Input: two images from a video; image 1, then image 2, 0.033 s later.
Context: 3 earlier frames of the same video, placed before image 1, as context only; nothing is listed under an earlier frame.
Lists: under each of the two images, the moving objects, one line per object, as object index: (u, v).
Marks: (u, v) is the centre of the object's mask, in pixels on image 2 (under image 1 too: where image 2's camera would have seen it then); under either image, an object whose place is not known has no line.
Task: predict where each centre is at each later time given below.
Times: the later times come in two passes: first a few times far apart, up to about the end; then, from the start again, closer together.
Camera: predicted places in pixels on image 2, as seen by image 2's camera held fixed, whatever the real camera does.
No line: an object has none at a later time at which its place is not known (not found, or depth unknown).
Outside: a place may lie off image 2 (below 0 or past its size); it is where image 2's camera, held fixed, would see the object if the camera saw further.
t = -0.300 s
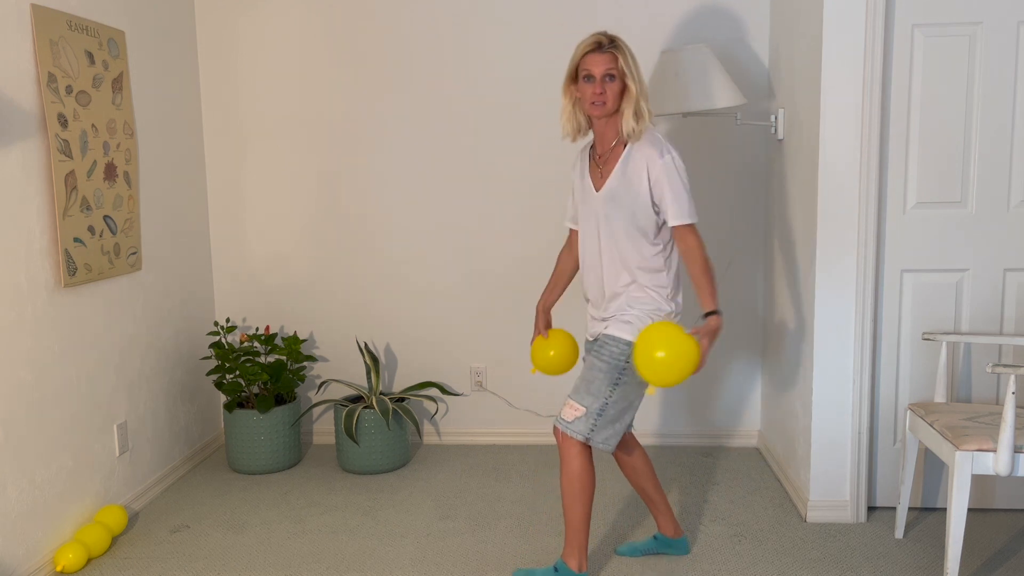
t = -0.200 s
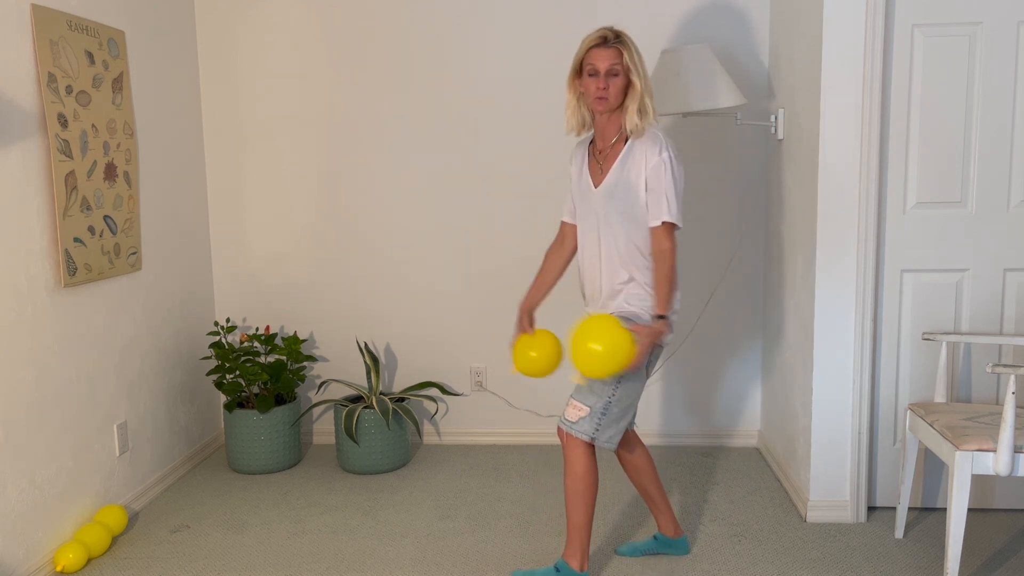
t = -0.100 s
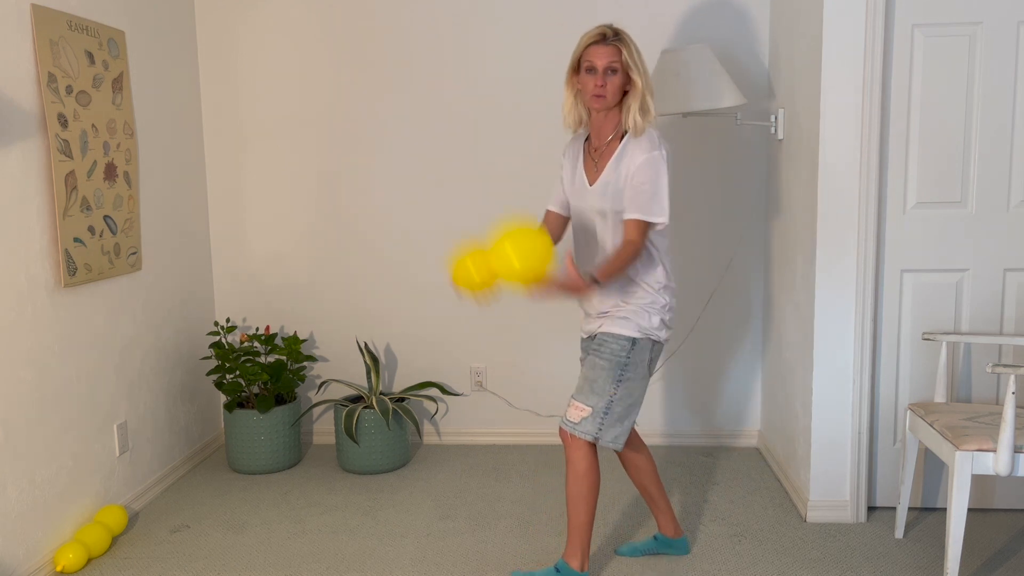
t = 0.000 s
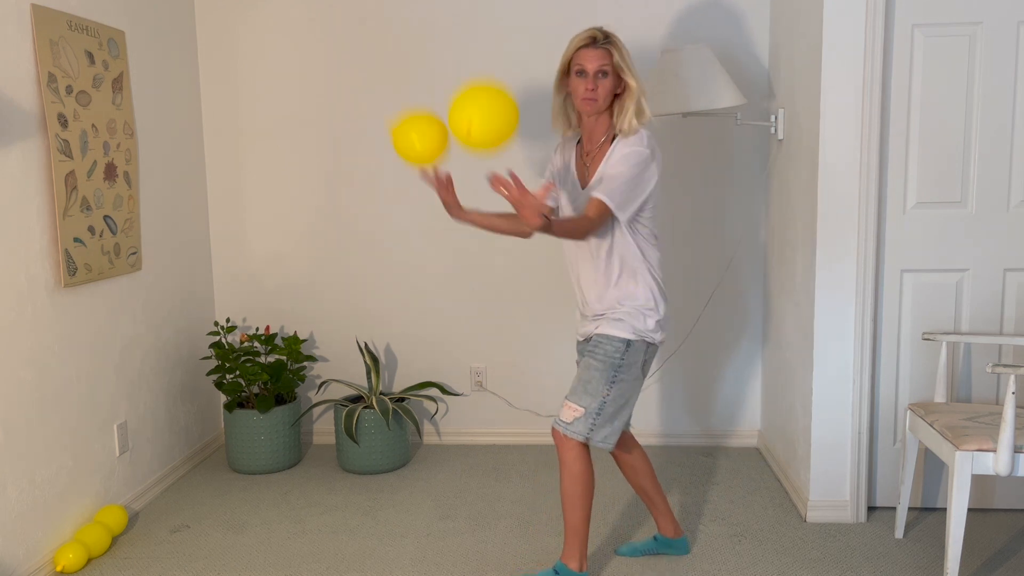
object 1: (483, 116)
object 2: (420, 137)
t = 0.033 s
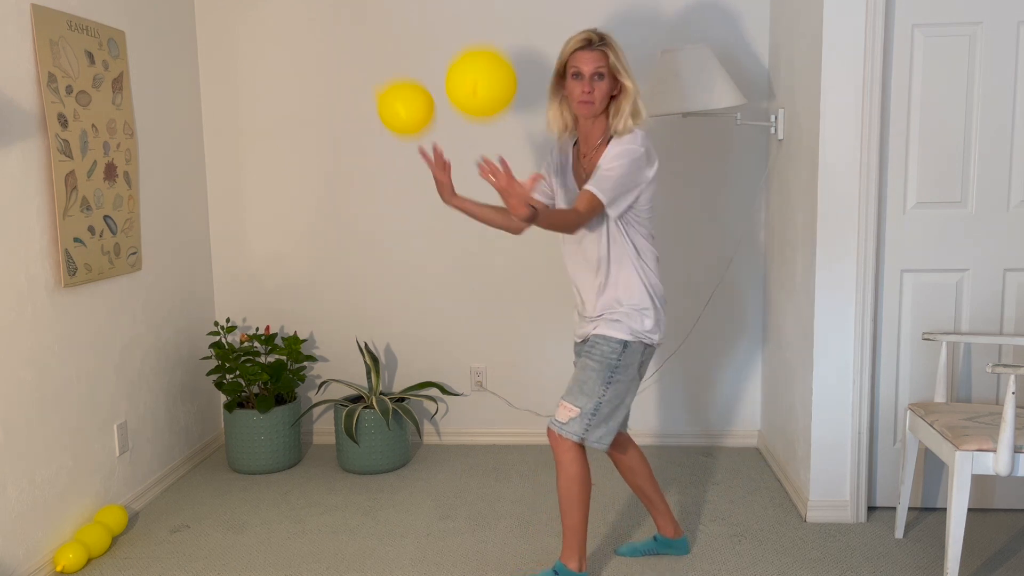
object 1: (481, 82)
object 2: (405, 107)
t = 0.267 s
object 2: (328, 13)
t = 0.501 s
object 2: (274, 23)
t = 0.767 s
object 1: (560, 58)
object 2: (239, 152)
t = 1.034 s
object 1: (556, 239)
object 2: (236, 337)
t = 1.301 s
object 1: (506, 411)
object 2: (249, 548)
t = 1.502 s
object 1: (468, 542)
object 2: (258, 555)
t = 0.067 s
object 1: (481, 54)
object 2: (392, 81)
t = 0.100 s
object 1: (481, 32)
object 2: (379, 60)
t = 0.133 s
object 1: (483, 20)
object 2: (368, 42)
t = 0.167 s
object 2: (357, 28)
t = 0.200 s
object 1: (489, 6)
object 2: (347, 21)
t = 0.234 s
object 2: (337, 16)
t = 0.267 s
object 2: (328, 13)
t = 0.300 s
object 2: (319, 11)
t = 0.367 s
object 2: (303, 11)
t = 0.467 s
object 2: (281, 18)
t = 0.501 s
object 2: (274, 23)
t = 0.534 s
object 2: (268, 30)
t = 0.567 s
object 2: (263, 43)
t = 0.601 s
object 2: (258, 57)
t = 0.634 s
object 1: (548, 13)
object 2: (253, 74)
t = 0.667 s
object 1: (550, 19)
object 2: (249, 92)
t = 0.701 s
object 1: (554, 28)
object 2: (245, 111)
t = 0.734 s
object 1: (557, 39)
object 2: (242, 131)
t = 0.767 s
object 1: (560, 58)
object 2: (239, 152)
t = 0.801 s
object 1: (562, 79)
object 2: (237, 174)
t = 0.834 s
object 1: (563, 101)
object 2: (235, 196)
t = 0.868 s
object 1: (565, 124)
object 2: (235, 219)
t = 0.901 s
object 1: (564, 146)
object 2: (234, 241)
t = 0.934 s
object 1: (564, 170)
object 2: (234, 264)
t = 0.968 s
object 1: (562, 193)
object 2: (235, 288)
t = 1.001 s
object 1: (559, 216)
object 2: (235, 311)
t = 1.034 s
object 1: (556, 239)
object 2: (236, 337)
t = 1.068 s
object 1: (551, 261)
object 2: (237, 361)
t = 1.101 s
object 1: (547, 283)
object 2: (238, 384)
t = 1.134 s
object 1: (540, 305)
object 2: (239, 411)
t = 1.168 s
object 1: (534, 327)
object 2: (240, 437)
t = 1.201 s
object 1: (527, 348)
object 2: (241, 464)
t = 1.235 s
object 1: (520, 369)
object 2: (243, 492)
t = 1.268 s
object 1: (513, 390)
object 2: (245, 520)
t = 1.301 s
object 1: (506, 411)
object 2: (249, 548)
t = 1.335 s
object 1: (499, 433)
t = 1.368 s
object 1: (491, 454)
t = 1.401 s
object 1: (485, 476)
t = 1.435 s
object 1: (479, 497)
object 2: (259, 564)
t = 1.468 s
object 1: (473, 521)
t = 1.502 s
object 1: (468, 542)
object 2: (258, 555)
